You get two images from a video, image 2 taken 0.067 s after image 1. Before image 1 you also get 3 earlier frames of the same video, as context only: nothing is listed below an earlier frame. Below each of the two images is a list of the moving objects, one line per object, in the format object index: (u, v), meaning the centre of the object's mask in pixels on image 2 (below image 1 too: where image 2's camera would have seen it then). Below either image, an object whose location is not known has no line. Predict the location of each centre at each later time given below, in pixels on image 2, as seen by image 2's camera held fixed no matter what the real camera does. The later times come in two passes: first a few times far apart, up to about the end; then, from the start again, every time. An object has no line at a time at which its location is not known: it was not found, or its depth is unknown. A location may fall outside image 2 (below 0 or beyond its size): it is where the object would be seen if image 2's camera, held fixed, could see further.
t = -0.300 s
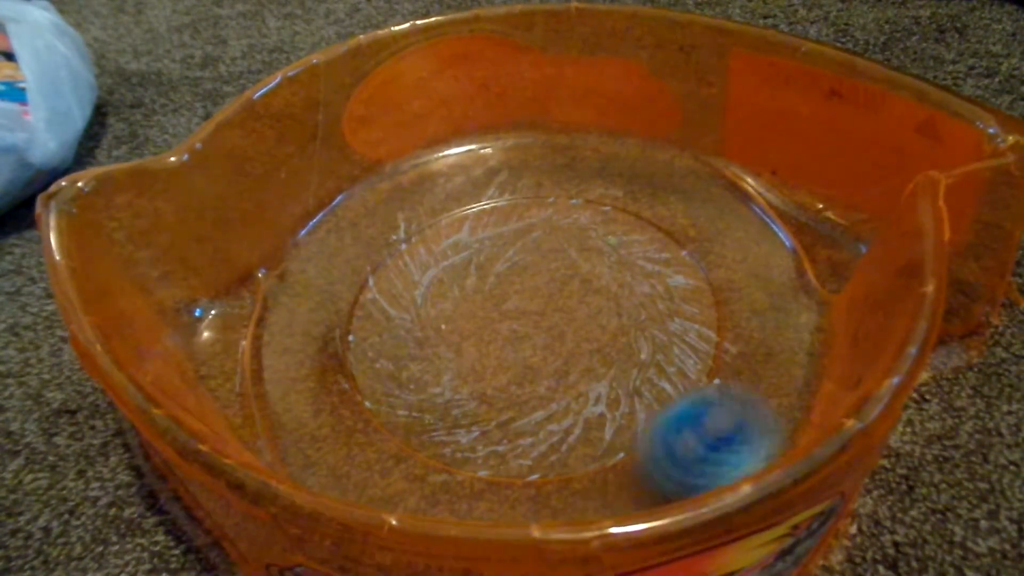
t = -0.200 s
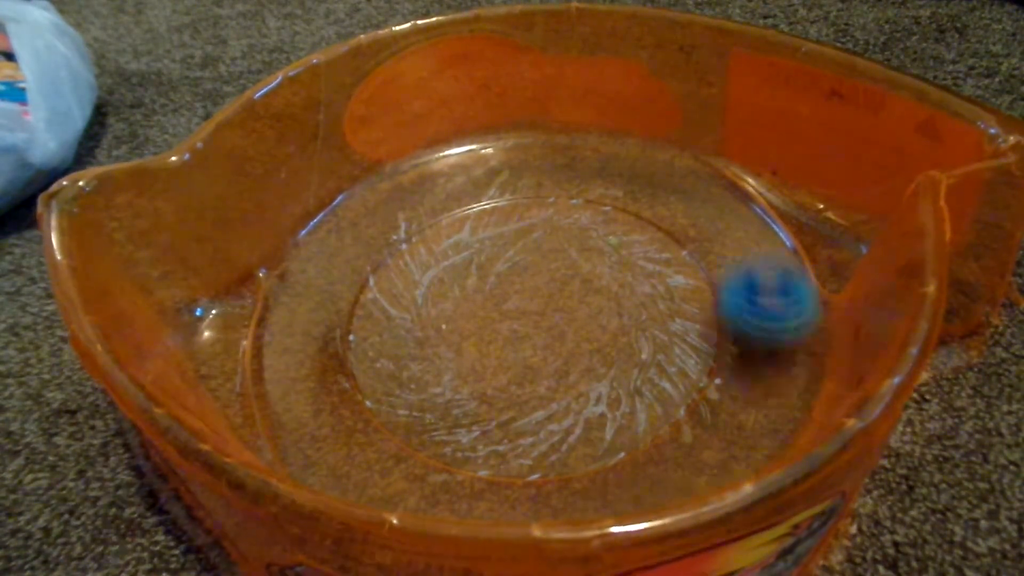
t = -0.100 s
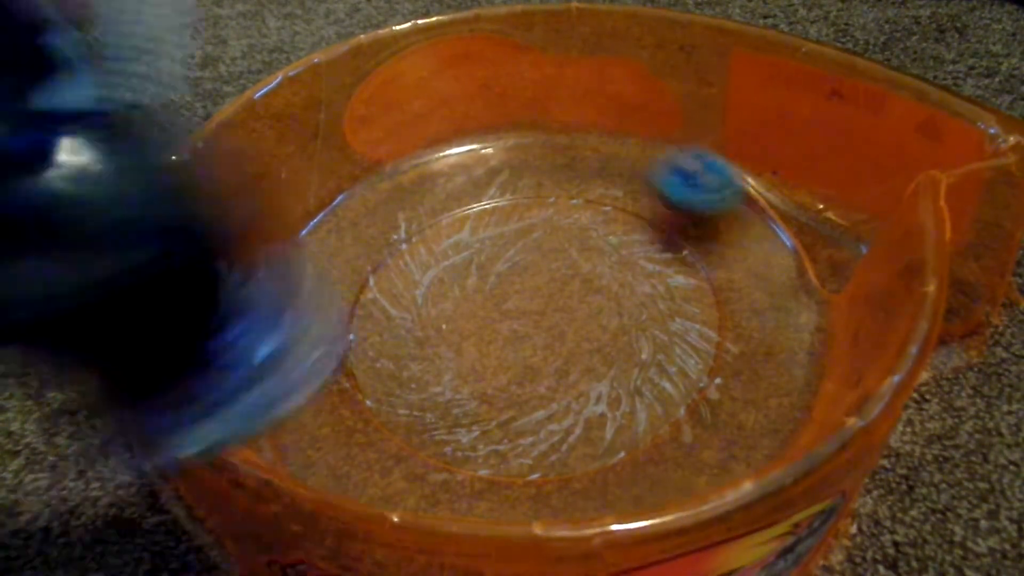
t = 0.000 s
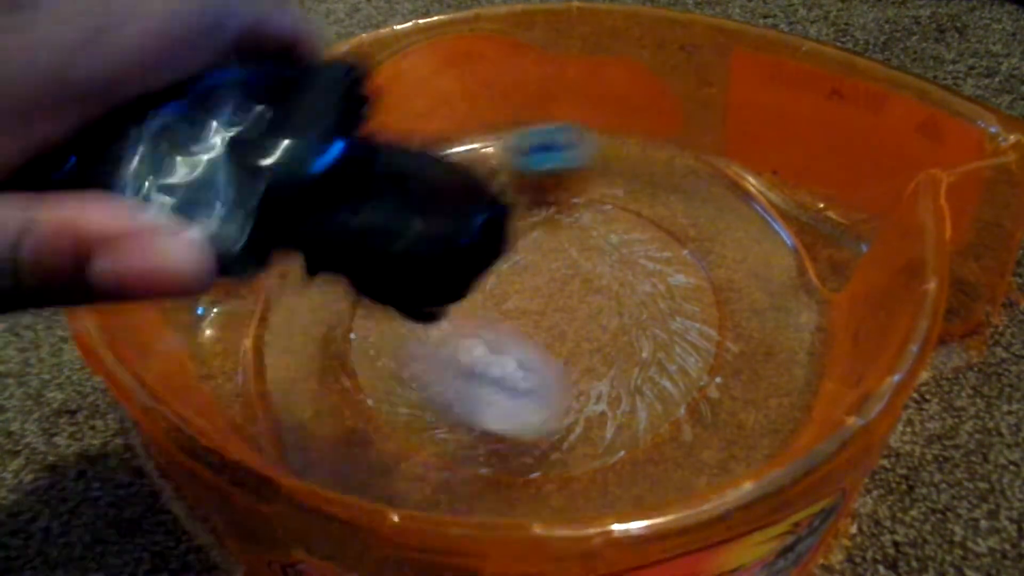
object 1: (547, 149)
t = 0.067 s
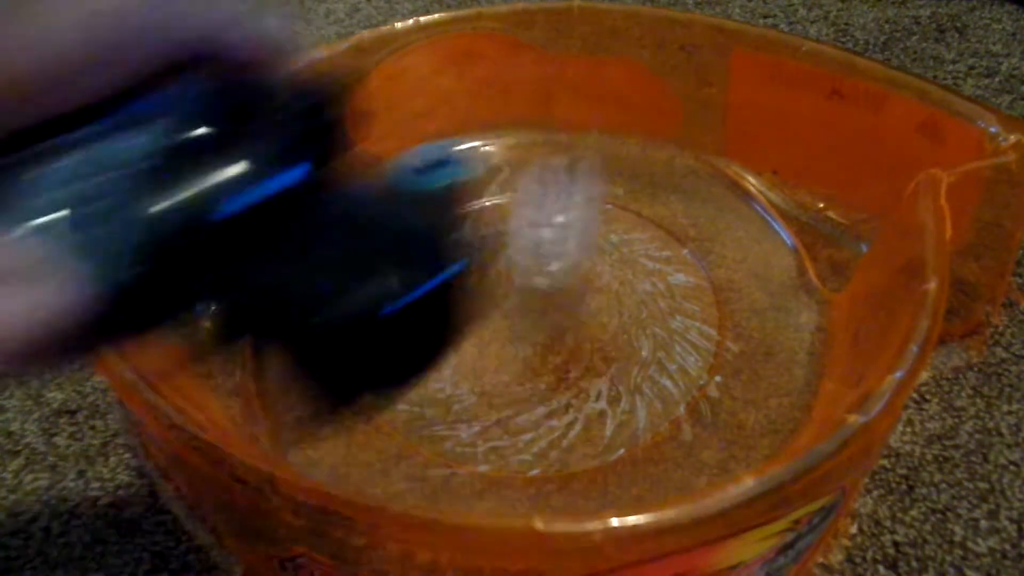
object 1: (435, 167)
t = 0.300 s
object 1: (351, 443)
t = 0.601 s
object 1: (768, 274)
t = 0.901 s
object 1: (407, 185)
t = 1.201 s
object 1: (473, 468)
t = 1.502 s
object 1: (548, 420)
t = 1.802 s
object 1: (471, 303)
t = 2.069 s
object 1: (404, 256)
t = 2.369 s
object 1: (420, 209)
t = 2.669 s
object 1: (498, 260)
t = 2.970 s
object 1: (525, 352)
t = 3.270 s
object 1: (448, 469)
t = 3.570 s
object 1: (620, 415)
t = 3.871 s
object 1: (398, 354)
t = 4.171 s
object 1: (490, 384)
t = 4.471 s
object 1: (310, 338)
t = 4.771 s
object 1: (379, 432)
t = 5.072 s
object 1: (510, 328)
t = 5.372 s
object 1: (417, 267)
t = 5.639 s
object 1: (430, 308)
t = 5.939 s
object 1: (446, 438)
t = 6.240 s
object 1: (609, 424)
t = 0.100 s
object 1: (388, 183)
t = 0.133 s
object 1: (350, 214)
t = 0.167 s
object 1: (330, 251)
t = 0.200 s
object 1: (320, 295)
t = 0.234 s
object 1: (317, 351)
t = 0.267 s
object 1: (325, 402)
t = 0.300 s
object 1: (351, 443)
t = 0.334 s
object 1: (405, 468)
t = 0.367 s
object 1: (470, 480)
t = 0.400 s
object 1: (543, 481)
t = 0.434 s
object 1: (614, 471)
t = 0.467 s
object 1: (679, 448)
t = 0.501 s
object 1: (735, 408)
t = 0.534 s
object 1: (769, 360)
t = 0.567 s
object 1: (779, 317)
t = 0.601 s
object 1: (768, 274)
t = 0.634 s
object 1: (745, 235)
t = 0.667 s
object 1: (713, 201)
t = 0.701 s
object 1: (677, 177)
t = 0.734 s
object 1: (636, 155)
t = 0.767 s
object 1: (592, 144)
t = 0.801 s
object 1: (548, 140)
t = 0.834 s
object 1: (505, 147)
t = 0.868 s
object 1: (454, 164)
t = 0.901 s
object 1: (407, 185)
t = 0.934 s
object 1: (370, 212)
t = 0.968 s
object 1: (332, 246)
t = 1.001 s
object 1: (307, 288)
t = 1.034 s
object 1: (293, 334)
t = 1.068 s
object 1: (291, 380)
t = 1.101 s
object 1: (307, 422)
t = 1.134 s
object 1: (354, 444)
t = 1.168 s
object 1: (410, 462)
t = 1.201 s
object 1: (473, 468)
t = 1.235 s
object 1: (547, 462)
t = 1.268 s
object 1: (613, 438)
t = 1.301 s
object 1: (659, 444)
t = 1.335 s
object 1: (659, 445)
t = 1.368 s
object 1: (632, 414)
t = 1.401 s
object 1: (603, 402)
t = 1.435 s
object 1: (576, 408)
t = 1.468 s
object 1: (552, 429)
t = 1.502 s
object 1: (548, 420)
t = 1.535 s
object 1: (550, 407)
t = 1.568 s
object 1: (552, 399)
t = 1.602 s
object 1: (552, 391)
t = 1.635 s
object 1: (550, 376)
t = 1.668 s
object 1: (542, 360)
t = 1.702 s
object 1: (529, 342)
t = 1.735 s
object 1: (515, 327)
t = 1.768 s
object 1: (494, 313)
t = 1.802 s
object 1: (471, 303)
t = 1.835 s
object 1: (462, 288)
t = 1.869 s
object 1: (463, 269)
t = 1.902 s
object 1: (460, 258)
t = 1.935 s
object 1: (457, 252)
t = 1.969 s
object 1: (448, 250)
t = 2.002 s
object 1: (435, 248)
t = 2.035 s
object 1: (420, 250)
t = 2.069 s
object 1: (404, 256)
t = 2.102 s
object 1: (391, 267)
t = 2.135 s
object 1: (377, 281)
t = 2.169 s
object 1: (324, 247)
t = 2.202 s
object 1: (322, 204)
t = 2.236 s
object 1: (338, 180)
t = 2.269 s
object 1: (359, 173)
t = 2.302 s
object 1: (384, 182)
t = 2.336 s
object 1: (411, 203)
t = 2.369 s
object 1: (420, 209)
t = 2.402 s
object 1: (433, 226)
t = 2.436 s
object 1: (446, 232)
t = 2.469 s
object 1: (467, 233)
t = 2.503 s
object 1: (488, 235)
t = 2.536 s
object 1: (509, 233)
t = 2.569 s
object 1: (532, 228)
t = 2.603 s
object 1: (527, 234)
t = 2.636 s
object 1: (510, 250)
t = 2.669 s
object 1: (498, 260)
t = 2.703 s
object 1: (494, 270)
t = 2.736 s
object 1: (498, 282)
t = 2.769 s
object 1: (505, 289)
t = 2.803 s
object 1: (515, 296)
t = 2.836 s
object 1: (521, 306)
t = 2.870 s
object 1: (516, 324)
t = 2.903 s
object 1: (516, 335)
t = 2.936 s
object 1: (518, 345)
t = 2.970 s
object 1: (525, 352)
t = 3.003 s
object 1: (532, 359)
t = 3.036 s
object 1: (493, 382)
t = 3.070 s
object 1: (449, 407)
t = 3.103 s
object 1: (415, 427)
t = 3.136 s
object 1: (399, 440)
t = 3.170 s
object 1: (398, 449)
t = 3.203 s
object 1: (407, 457)
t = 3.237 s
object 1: (422, 463)
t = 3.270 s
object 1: (448, 469)
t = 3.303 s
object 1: (481, 475)
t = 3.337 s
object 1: (518, 477)
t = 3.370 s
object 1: (559, 475)
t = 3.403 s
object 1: (594, 467)
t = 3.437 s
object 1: (623, 449)
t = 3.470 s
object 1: (626, 448)
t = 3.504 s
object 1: (624, 446)
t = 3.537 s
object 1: (622, 434)
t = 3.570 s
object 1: (620, 415)
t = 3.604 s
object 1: (610, 396)
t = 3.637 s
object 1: (593, 379)
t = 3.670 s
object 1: (573, 367)
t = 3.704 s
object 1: (548, 361)
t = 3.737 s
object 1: (521, 357)
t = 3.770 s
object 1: (491, 353)
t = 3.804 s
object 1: (460, 349)
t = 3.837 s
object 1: (429, 350)
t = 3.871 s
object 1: (398, 354)
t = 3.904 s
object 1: (372, 359)
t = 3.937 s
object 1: (360, 365)
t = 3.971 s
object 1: (365, 376)
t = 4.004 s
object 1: (385, 392)
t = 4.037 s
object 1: (419, 399)
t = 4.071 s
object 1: (447, 403)
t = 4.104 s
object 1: (468, 401)
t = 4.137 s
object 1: (483, 395)
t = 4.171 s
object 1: (490, 384)
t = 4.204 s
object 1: (493, 371)
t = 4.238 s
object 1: (493, 359)
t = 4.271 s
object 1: (490, 346)
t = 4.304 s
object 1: (484, 335)
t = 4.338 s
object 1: (477, 326)
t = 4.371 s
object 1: (429, 330)
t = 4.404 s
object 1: (364, 340)
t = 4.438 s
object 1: (329, 335)
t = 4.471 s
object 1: (310, 338)
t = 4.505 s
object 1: (297, 341)
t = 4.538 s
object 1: (288, 345)
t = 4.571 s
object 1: (284, 354)
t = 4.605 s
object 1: (284, 366)
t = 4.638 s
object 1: (290, 380)
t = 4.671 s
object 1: (301, 395)
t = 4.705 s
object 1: (317, 411)
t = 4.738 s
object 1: (343, 426)
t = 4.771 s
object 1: (379, 432)
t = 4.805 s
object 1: (417, 431)
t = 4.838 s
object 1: (455, 420)
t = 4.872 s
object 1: (487, 403)
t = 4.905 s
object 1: (508, 384)
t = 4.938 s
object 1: (523, 363)
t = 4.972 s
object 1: (520, 351)
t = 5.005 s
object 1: (517, 349)
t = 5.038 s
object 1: (515, 338)
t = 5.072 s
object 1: (510, 328)
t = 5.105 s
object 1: (502, 314)
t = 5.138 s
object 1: (493, 299)
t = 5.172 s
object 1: (482, 284)
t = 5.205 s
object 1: (470, 274)
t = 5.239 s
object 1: (456, 266)
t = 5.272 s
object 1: (443, 261)
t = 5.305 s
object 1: (434, 260)
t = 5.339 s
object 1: (424, 262)
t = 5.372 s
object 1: (417, 267)
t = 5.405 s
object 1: (413, 270)
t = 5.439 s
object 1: (411, 275)
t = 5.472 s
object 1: (410, 279)
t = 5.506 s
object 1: (410, 285)
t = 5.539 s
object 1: (411, 290)
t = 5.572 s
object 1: (415, 297)
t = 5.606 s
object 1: (421, 303)
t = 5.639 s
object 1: (430, 308)
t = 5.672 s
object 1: (440, 311)
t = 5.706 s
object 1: (452, 312)
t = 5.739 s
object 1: (465, 310)
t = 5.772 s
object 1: (461, 329)
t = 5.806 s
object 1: (443, 365)
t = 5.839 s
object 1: (432, 394)
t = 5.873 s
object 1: (429, 414)
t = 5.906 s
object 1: (435, 428)
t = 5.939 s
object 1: (446, 438)
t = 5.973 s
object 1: (461, 444)
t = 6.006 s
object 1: (480, 447)
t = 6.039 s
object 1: (499, 450)
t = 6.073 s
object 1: (520, 451)
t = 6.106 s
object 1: (540, 450)
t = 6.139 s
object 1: (560, 447)
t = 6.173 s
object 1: (578, 442)
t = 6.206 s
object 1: (594, 434)
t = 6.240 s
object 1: (609, 424)
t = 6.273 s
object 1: (622, 412)
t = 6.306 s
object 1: (631, 400)
